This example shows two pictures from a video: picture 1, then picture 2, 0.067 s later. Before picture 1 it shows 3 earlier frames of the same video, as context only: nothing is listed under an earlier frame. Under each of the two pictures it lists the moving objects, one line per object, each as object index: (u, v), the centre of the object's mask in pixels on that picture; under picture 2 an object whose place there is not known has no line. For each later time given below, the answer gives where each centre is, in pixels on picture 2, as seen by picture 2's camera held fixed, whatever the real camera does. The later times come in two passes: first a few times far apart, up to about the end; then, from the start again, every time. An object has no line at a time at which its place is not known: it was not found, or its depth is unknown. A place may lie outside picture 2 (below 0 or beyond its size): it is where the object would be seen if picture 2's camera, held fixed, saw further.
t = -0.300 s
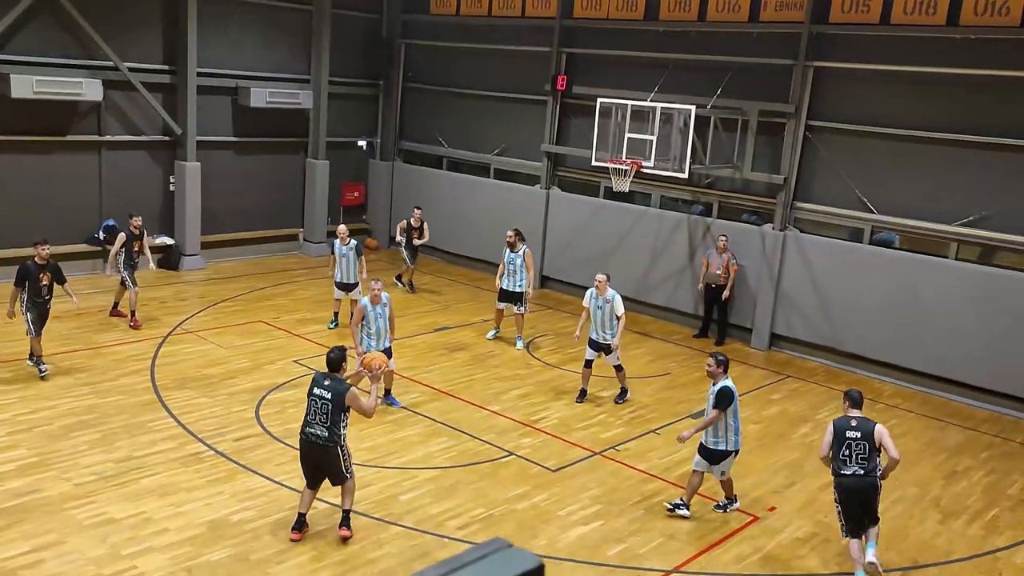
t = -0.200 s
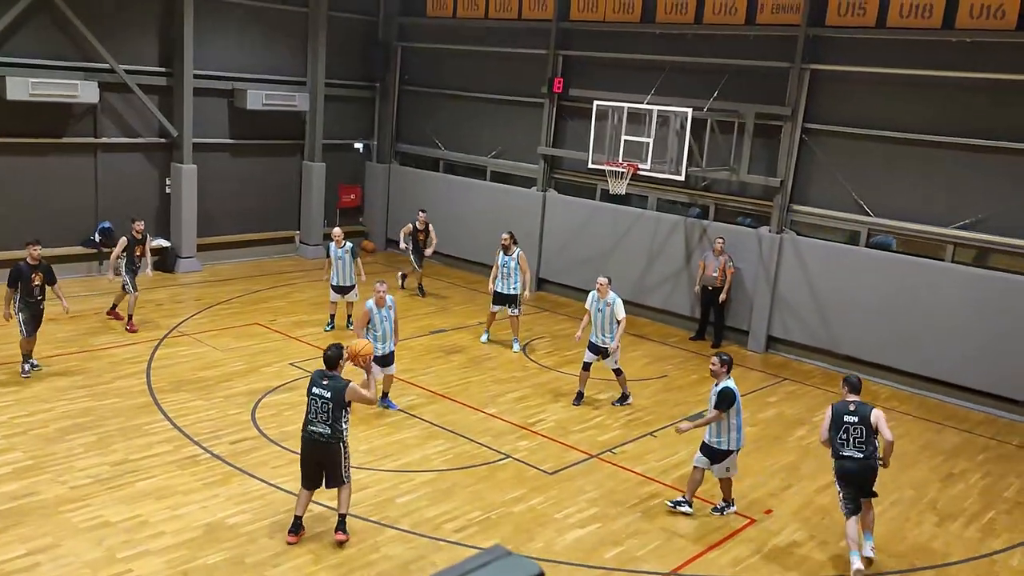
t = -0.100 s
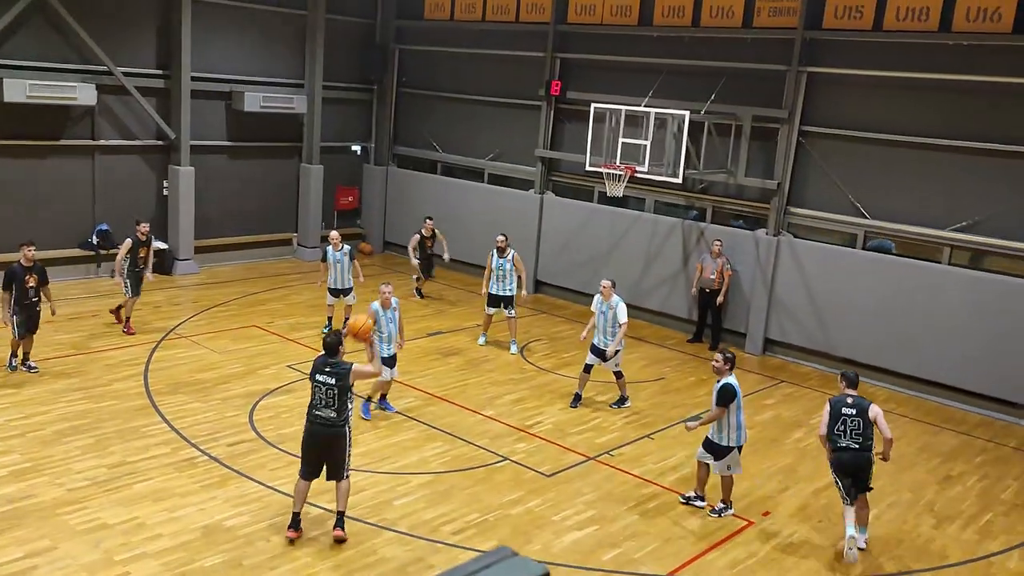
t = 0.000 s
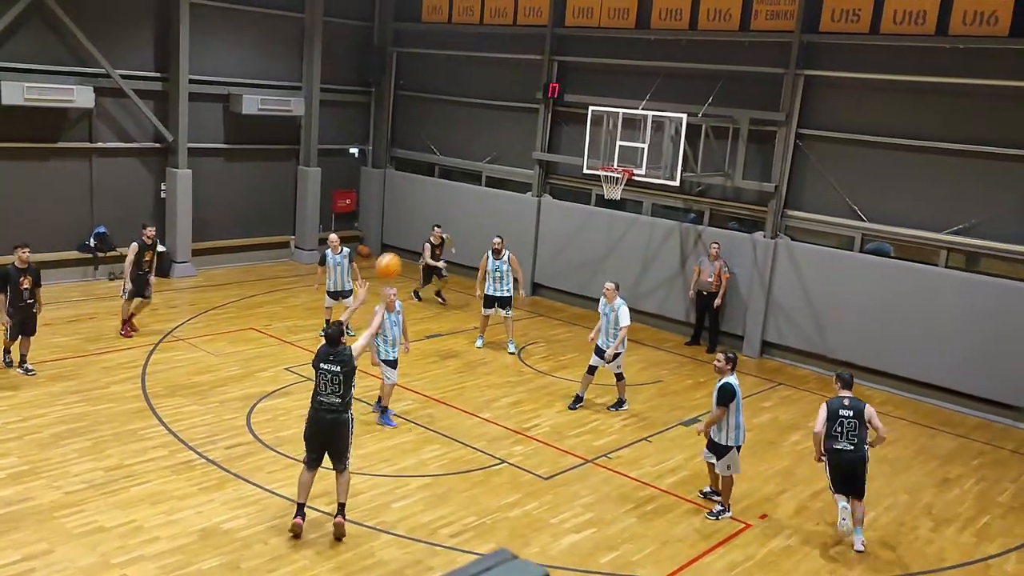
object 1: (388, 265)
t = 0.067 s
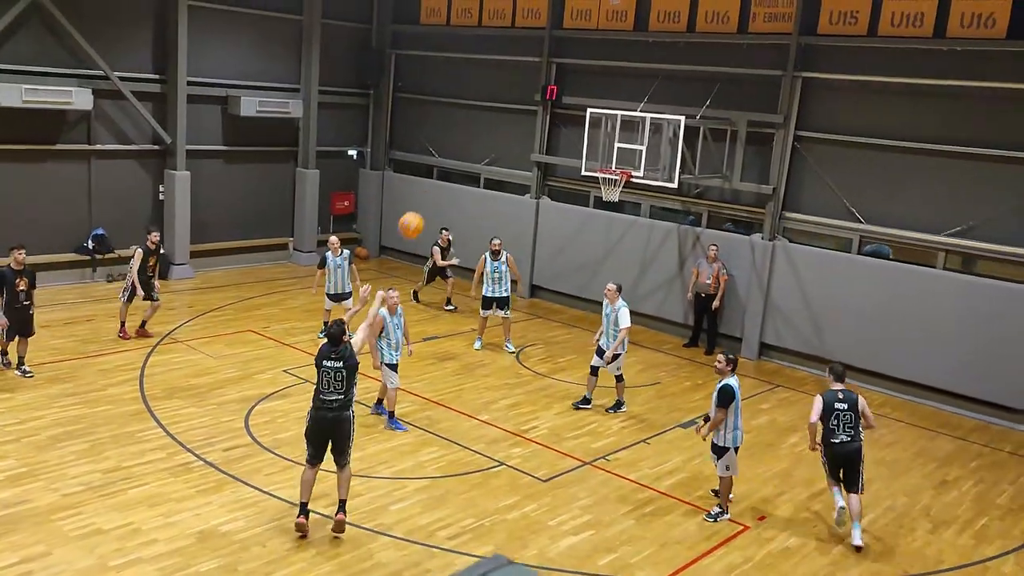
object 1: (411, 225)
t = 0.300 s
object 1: (482, 125)
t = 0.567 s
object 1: (542, 87)
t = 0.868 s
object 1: (587, 115)
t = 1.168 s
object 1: (617, 163)
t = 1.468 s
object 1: (601, 144)
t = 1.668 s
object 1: (579, 159)
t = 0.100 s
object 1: (422, 206)
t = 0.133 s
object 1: (433, 189)
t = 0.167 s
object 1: (444, 172)
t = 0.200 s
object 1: (454, 158)
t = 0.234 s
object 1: (464, 146)
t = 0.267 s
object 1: (473, 135)
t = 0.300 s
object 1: (482, 125)
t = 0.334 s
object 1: (491, 116)
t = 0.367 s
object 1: (499, 108)
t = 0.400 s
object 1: (507, 102)
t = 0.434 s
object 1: (514, 96)
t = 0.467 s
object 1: (522, 93)
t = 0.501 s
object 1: (530, 90)
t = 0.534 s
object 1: (536, 88)
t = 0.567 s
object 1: (542, 87)
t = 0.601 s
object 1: (549, 87)
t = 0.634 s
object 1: (554, 88)
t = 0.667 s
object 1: (560, 90)
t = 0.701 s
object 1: (565, 92)
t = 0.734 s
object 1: (570, 96)
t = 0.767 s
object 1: (575, 99)
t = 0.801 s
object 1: (579, 104)
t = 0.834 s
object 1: (583, 109)
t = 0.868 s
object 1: (587, 115)
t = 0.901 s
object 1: (592, 121)
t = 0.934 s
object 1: (596, 129)
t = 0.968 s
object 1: (599, 136)
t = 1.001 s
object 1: (602, 144)
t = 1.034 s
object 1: (606, 153)
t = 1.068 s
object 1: (609, 162)
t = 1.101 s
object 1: (612, 164)
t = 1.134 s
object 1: (614, 163)
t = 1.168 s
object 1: (617, 163)
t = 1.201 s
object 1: (620, 162)
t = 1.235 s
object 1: (621, 158)
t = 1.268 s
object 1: (618, 154)
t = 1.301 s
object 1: (616, 151)
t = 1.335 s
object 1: (613, 148)
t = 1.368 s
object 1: (610, 146)
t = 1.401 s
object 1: (606, 144)
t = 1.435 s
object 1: (603, 144)
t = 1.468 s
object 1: (601, 144)
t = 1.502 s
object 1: (597, 145)
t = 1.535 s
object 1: (594, 146)
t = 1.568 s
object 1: (589, 148)
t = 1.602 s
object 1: (587, 151)
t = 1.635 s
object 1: (583, 154)
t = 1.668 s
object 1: (579, 159)
